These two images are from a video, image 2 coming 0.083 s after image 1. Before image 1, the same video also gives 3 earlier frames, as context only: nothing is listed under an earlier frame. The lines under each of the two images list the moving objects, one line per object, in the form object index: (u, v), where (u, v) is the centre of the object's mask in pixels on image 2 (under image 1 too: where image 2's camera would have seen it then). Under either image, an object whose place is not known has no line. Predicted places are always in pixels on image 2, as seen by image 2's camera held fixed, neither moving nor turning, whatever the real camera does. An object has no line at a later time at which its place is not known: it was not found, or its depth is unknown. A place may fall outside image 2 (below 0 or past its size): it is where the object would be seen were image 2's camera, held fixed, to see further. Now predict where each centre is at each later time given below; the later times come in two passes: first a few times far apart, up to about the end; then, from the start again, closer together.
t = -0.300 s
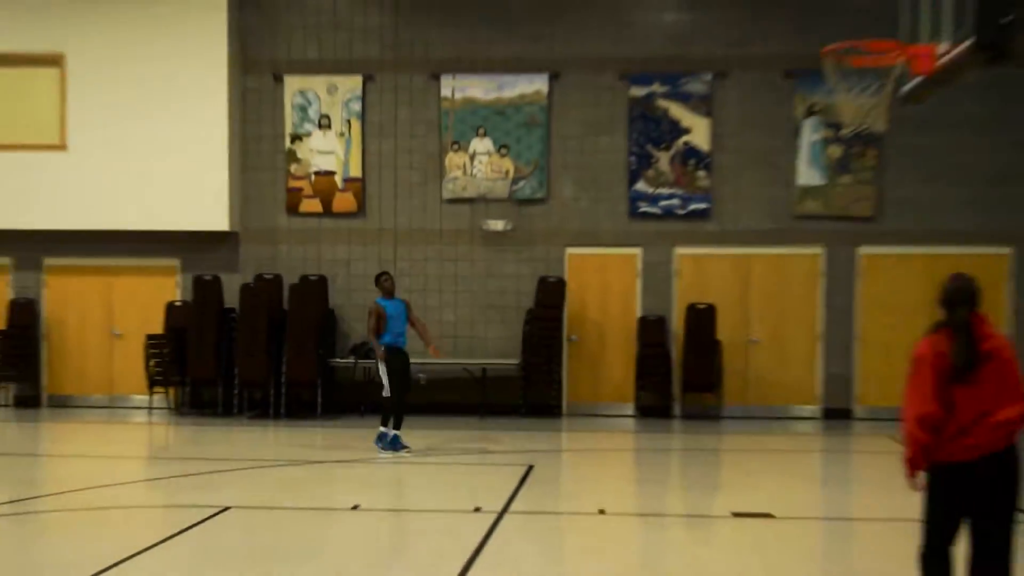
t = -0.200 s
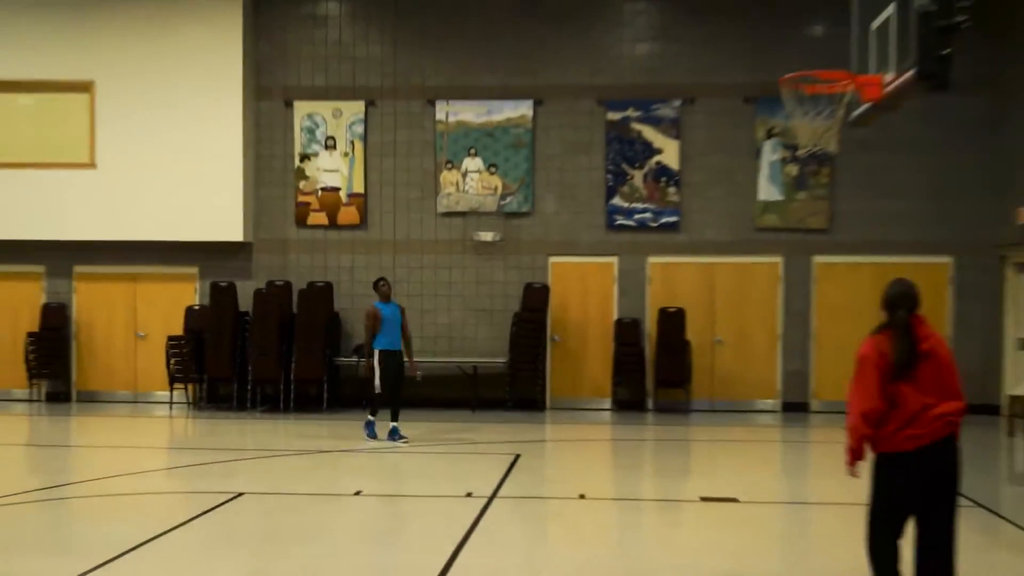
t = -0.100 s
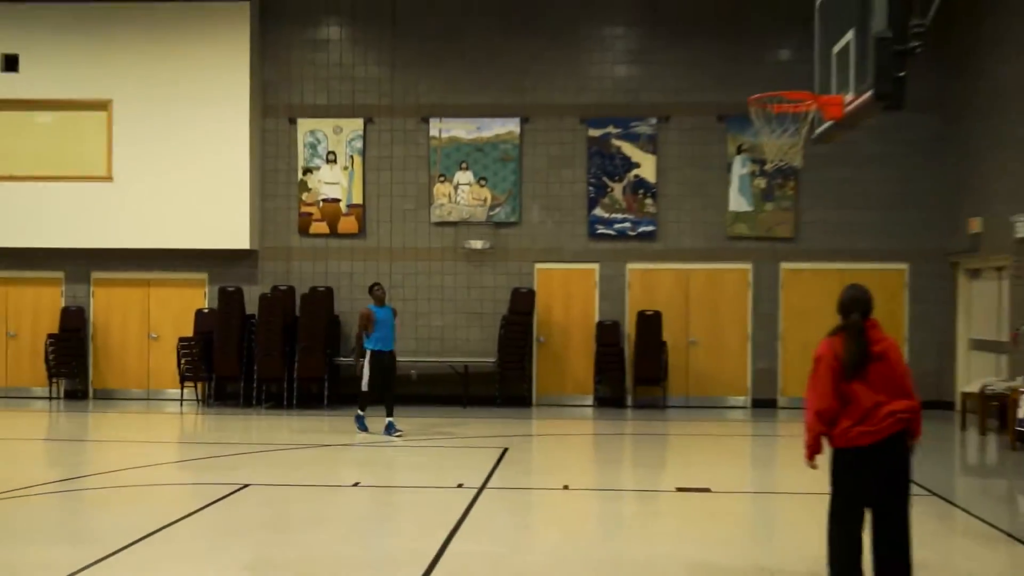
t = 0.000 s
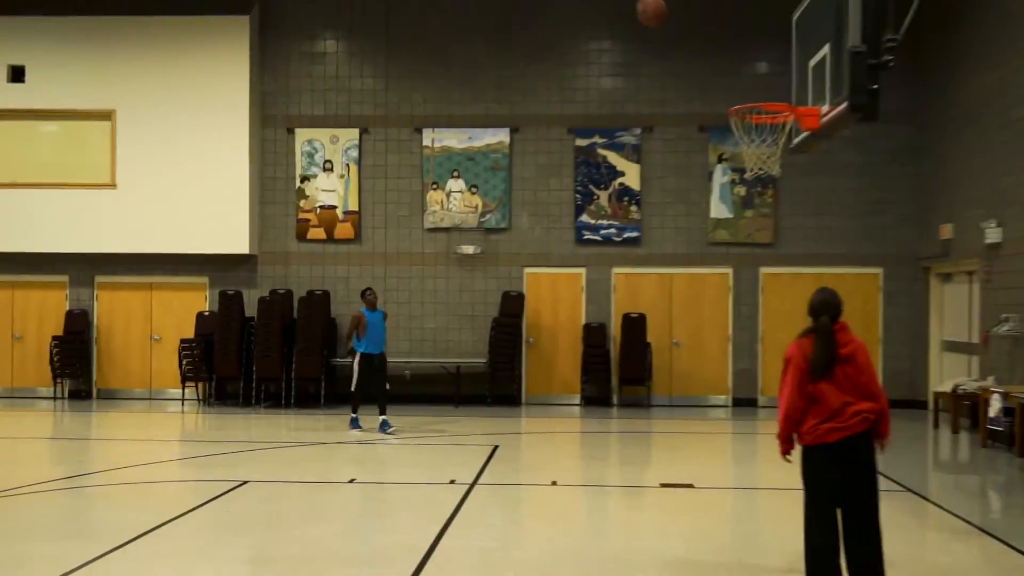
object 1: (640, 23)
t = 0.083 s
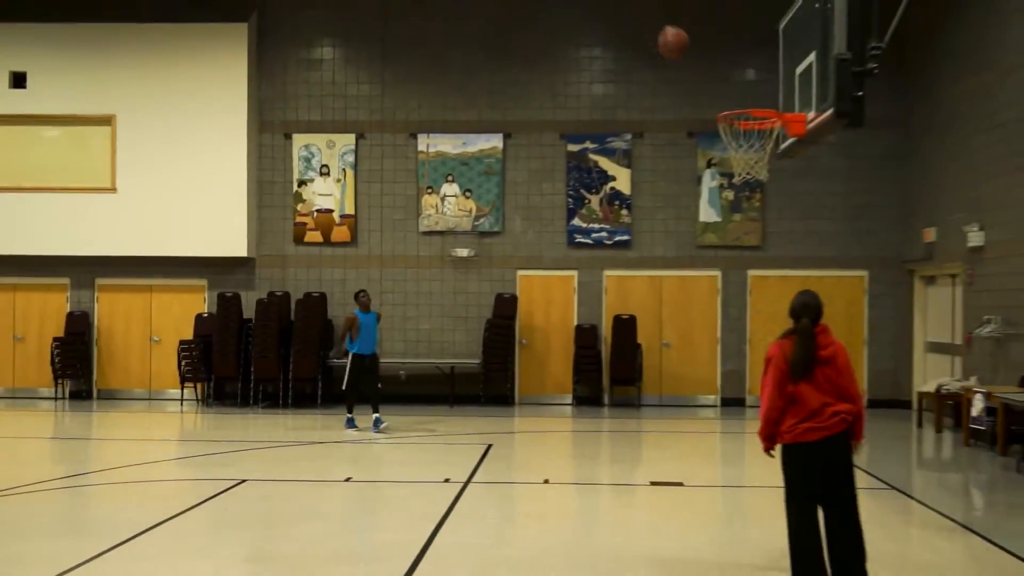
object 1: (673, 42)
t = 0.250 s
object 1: (751, 102)
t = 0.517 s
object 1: (746, 189)
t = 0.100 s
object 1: (680, 47)
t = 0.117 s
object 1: (687, 53)
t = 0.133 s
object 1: (695, 59)
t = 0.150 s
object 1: (702, 64)
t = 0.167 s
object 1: (710, 71)
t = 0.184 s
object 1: (718, 80)
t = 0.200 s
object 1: (724, 93)
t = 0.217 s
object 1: (731, 98)
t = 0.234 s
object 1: (742, 101)
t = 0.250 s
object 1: (751, 102)
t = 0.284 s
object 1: (766, 128)
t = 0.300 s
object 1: (770, 128)
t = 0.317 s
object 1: (772, 131)
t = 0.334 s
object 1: (773, 133)
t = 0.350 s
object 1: (771, 141)
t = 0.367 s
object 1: (766, 146)
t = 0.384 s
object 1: (767, 151)
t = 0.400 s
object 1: (766, 154)
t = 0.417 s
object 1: (762, 160)
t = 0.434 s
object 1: (761, 162)
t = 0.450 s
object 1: (759, 162)
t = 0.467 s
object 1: (755, 175)
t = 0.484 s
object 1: (752, 177)
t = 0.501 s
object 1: (748, 183)
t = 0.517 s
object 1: (746, 189)
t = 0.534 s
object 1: (743, 196)
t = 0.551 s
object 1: (741, 202)
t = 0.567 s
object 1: (738, 209)
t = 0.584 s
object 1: (736, 216)
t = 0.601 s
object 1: (735, 224)
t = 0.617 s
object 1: (733, 232)
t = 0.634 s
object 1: (730, 240)
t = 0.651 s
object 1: (728, 248)
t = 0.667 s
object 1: (727, 258)
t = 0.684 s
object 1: (724, 266)
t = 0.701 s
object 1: (721, 276)
